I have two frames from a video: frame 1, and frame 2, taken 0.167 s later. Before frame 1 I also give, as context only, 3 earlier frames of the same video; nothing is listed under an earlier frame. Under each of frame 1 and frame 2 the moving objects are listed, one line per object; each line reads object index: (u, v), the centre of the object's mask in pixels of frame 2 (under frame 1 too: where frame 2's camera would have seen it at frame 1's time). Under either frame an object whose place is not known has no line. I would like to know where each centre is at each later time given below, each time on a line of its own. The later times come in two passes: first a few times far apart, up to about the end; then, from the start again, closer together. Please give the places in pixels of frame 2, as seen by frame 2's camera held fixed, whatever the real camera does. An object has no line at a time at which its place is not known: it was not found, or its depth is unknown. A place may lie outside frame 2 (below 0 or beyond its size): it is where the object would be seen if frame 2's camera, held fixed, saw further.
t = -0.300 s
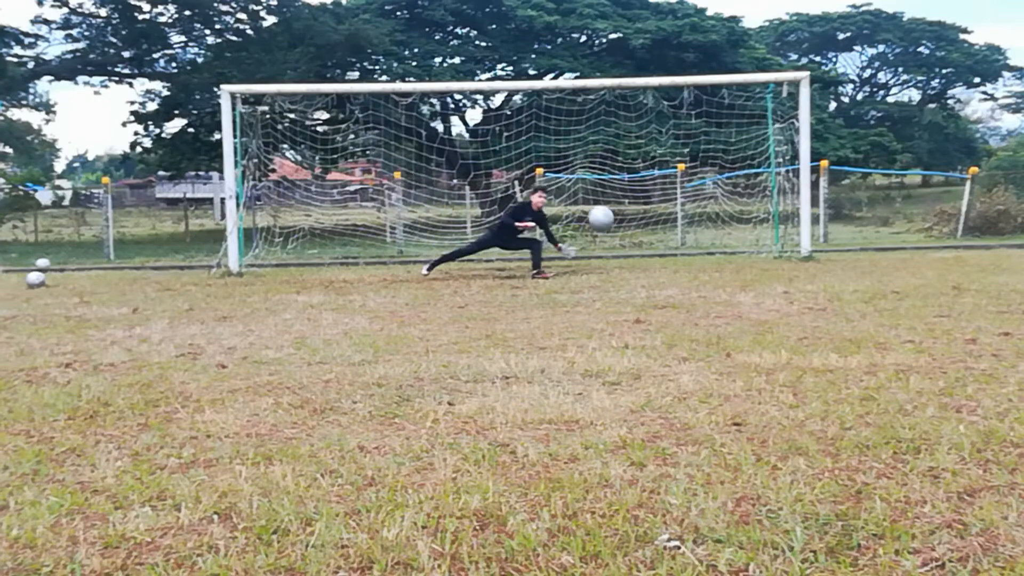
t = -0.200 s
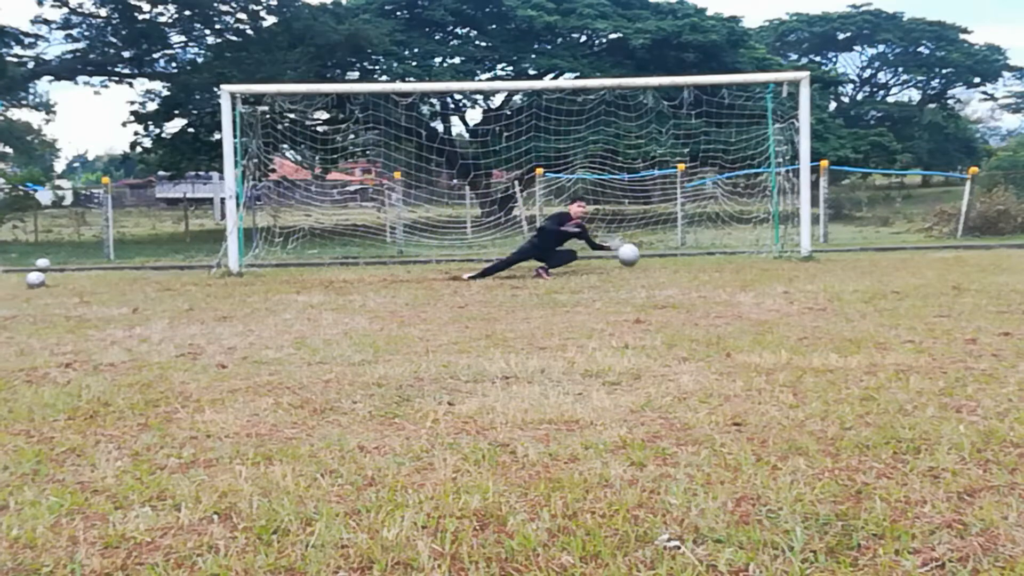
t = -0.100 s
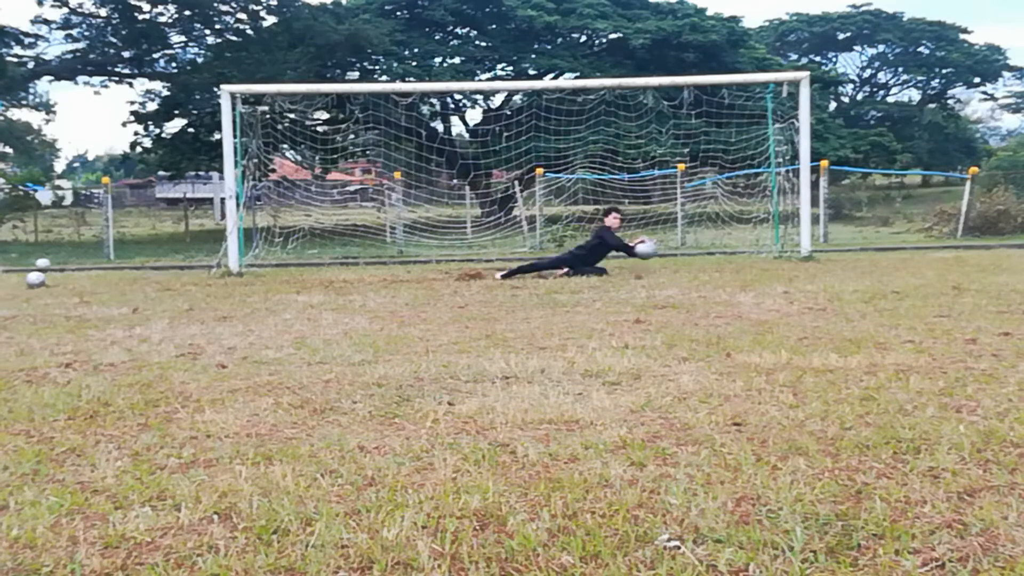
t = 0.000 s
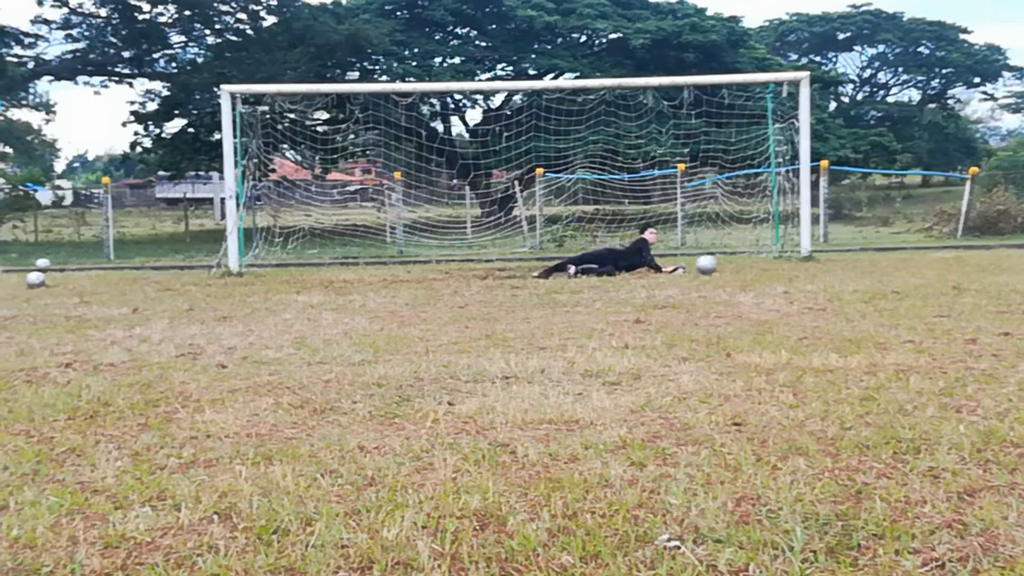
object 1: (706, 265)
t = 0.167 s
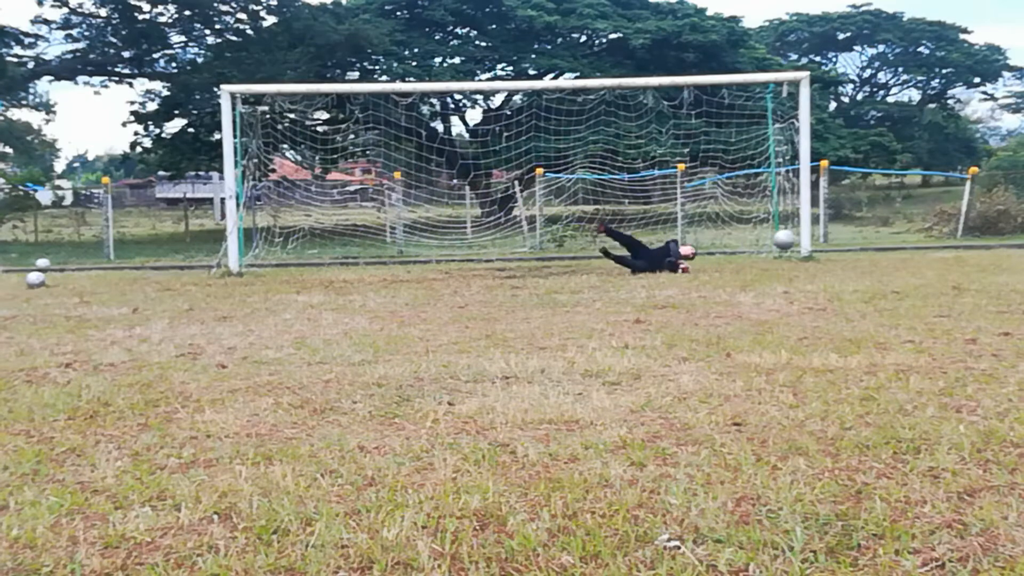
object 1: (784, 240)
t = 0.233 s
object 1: (817, 236)
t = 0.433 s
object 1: (912, 250)
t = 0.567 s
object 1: (969, 258)
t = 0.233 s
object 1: (817, 236)
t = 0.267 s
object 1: (832, 235)
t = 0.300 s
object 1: (848, 236)
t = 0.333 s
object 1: (864, 238)
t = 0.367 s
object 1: (880, 241)
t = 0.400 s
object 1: (897, 245)
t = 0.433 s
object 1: (912, 250)
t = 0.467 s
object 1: (928, 256)
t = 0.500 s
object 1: (945, 263)
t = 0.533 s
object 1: (958, 263)
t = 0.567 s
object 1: (969, 258)
